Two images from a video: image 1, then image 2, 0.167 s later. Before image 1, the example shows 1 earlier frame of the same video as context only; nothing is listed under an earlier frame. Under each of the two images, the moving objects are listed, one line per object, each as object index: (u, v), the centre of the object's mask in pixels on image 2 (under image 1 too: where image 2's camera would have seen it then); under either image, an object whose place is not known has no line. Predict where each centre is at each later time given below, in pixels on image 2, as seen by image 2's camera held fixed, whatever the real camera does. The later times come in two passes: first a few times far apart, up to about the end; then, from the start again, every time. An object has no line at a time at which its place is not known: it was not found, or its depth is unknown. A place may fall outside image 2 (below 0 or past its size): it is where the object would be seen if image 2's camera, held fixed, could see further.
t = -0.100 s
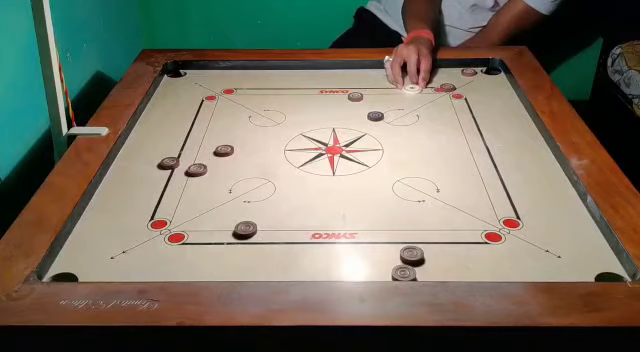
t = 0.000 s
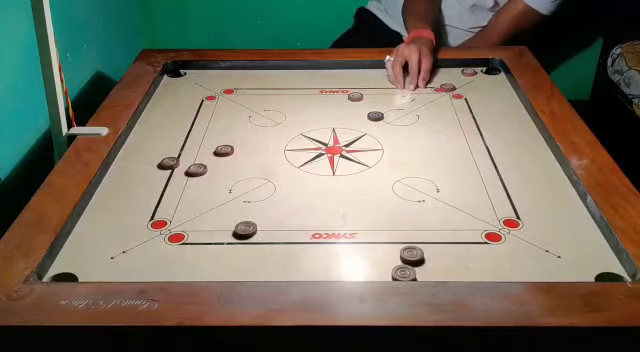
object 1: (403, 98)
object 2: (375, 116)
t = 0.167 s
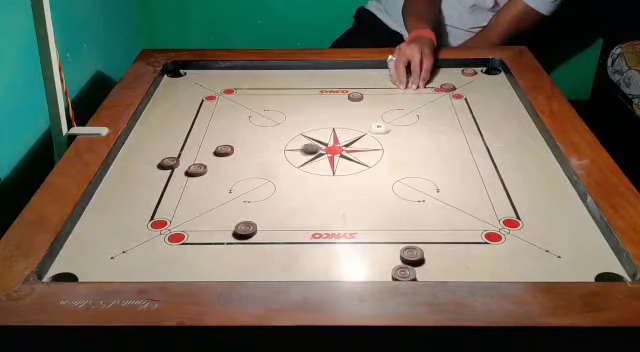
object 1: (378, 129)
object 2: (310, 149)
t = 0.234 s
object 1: (373, 138)
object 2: (269, 169)
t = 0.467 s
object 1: (358, 160)
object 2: (116, 247)
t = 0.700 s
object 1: (355, 166)
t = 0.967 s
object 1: (355, 167)
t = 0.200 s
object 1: (376, 134)
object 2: (290, 159)
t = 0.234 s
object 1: (373, 138)
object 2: (269, 169)
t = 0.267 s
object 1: (370, 141)
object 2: (248, 180)
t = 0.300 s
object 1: (369, 145)
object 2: (227, 190)
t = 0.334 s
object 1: (366, 149)
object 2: (205, 201)
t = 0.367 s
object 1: (363, 152)
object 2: (184, 212)
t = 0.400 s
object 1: (362, 155)
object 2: (161, 224)
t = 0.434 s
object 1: (360, 158)
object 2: (138, 236)
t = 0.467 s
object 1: (358, 160)
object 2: (116, 247)
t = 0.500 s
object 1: (357, 162)
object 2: (94, 258)
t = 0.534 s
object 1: (356, 164)
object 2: (71, 270)
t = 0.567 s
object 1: (355, 165)
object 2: (60, 276)
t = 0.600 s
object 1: (355, 166)
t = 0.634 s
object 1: (355, 166)
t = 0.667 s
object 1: (355, 166)
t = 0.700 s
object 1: (355, 166)
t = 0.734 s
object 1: (355, 167)
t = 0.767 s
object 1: (355, 167)
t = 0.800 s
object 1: (355, 167)
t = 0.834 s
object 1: (355, 167)
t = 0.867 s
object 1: (355, 167)
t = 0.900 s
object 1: (355, 167)
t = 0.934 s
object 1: (355, 167)
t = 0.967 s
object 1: (355, 167)
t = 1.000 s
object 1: (355, 166)
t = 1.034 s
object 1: (355, 167)
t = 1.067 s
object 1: (355, 166)
